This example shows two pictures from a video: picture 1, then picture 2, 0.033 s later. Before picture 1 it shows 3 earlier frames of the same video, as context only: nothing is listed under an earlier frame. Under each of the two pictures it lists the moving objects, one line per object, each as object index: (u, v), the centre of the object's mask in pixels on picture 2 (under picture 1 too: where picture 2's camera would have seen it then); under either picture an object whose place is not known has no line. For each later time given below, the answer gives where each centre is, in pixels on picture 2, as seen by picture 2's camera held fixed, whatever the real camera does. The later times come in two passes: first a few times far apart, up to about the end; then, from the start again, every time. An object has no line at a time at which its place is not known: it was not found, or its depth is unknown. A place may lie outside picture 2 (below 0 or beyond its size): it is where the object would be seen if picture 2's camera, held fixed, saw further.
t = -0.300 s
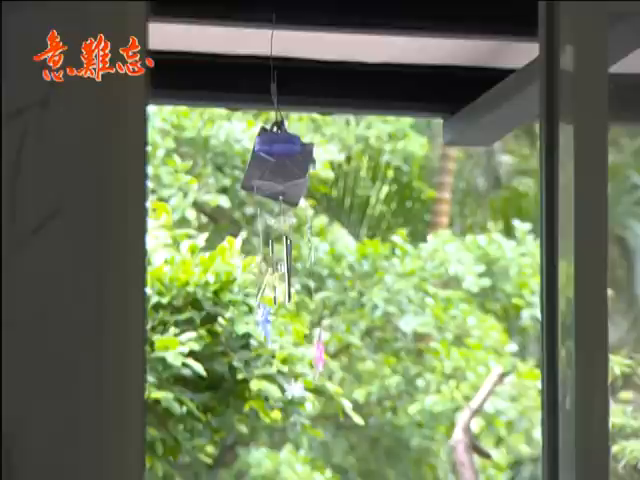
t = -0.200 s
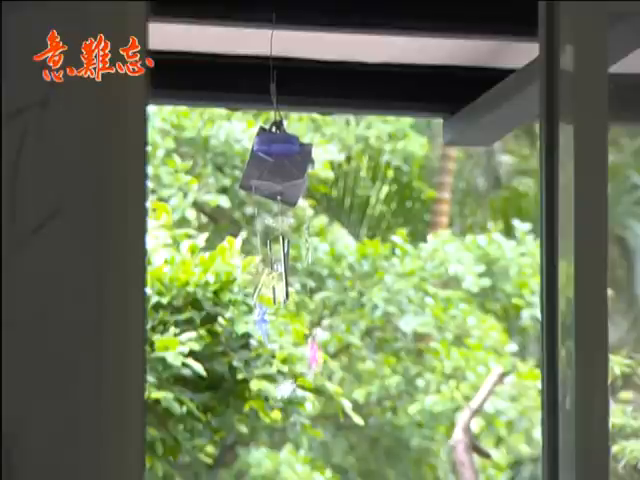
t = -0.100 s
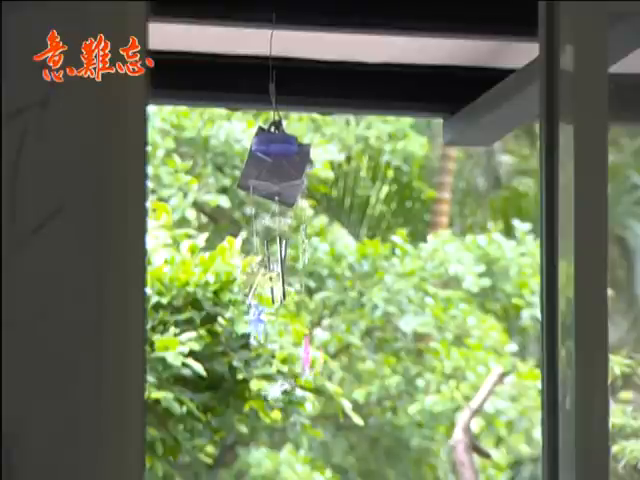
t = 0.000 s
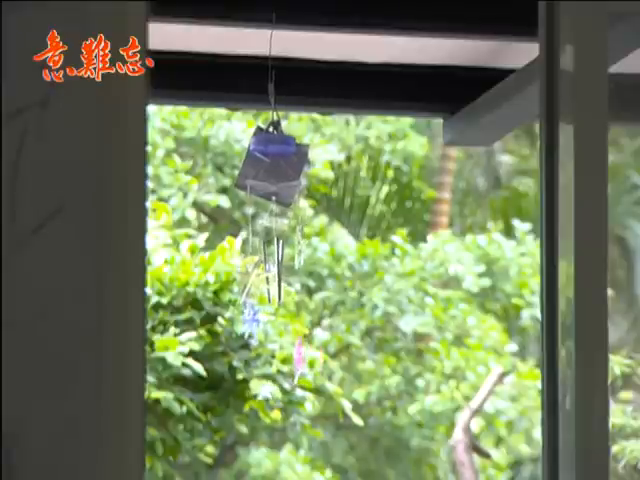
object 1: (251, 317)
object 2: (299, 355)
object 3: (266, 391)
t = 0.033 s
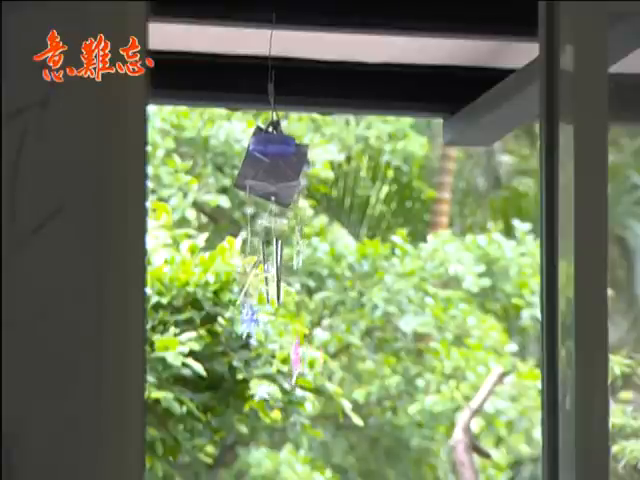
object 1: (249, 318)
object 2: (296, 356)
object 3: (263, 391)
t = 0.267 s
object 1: (237, 320)
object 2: (280, 354)
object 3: (243, 392)
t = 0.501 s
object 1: (226, 319)
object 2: (268, 360)
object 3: (237, 393)
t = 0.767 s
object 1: (222, 318)
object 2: (265, 359)
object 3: (240, 394)
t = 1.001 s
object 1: (226, 319)
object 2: (270, 358)
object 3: (251, 394)
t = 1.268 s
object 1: (239, 321)
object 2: (286, 360)
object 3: (266, 395)
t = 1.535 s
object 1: (256, 322)
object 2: (305, 356)
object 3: (284, 393)
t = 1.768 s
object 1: (265, 319)
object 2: (319, 354)
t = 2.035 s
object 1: (268, 320)
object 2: (326, 353)
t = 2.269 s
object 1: (263, 318)
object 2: (321, 352)
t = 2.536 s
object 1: (247, 318)
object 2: (304, 357)
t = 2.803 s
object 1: (230, 319)
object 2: (283, 358)
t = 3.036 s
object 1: (223, 319)
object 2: (267, 356)
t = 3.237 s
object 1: (222, 318)
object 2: (260, 357)
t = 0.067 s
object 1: (247, 319)
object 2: (293, 356)
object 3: (258, 392)
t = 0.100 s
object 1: (245, 319)
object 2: (291, 354)
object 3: (255, 392)
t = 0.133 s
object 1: (243, 320)
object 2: (288, 354)
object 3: (252, 392)
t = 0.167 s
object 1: (242, 319)
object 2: (287, 353)
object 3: (249, 392)
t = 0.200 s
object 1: (240, 320)
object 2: (284, 353)
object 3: (246, 392)
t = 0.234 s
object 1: (239, 320)
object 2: (282, 353)
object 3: (245, 392)
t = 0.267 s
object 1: (237, 320)
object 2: (280, 354)
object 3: (243, 392)
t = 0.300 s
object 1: (236, 319)
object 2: (277, 355)
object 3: (242, 393)
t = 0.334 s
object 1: (234, 319)
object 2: (276, 354)
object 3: (240, 393)
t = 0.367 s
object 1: (232, 319)
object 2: (274, 355)
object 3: (239, 393)
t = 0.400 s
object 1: (230, 319)
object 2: (272, 355)
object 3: (238, 393)
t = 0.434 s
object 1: (229, 319)
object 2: (271, 355)
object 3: (237, 393)
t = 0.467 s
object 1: (227, 319)
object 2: (269, 360)
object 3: (237, 393)
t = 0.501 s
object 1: (226, 319)
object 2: (268, 360)
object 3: (237, 393)
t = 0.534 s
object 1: (225, 319)
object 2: (267, 360)
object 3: (236, 393)
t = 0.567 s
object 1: (224, 318)
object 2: (266, 359)
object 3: (237, 394)
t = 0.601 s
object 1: (223, 318)
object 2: (265, 359)
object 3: (237, 394)
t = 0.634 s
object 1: (223, 319)
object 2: (265, 360)
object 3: (237, 394)
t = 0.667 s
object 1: (222, 318)
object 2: (265, 359)
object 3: (238, 394)
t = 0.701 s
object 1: (222, 318)
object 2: (264, 359)
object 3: (238, 393)
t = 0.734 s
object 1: (222, 318)
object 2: (264, 359)
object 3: (239, 394)
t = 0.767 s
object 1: (222, 318)
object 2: (265, 359)
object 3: (240, 394)
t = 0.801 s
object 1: (223, 319)
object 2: (265, 359)
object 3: (241, 393)
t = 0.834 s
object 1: (223, 318)
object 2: (265, 359)
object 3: (243, 394)
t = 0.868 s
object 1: (223, 319)
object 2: (266, 358)
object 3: (244, 394)
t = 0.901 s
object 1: (224, 319)
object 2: (267, 358)
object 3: (246, 394)
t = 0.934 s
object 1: (224, 319)
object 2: (268, 358)
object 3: (247, 394)
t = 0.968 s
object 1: (225, 319)
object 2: (269, 359)
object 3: (249, 394)
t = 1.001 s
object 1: (226, 319)
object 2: (270, 358)
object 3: (251, 394)
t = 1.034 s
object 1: (227, 319)
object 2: (273, 359)
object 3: (252, 393)
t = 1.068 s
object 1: (229, 319)
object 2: (274, 359)
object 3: (254, 394)
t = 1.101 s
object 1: (230, 319)
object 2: (275, 360)
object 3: (257, 394)
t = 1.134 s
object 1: (231, 319)
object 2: (277, 359)
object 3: (258, 395)
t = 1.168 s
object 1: (233, 320)
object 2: (279, 359)
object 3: (261, 395)
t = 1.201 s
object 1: (235, 320)
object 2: (281, 359)
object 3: (263, 395)
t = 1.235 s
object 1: (237, 321)
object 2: (284, 359)
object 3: (265, 394)
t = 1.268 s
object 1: (239, 321)
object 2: (286, 360)
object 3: (266, 395)
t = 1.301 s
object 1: (242, 321)
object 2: (289, 360)
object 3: (269, 394)
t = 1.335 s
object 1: (243, 322)
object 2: (291, 360)
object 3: (271, 394)
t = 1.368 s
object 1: (245, 322)
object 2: (294, 359)
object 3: (273, 394)
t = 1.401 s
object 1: (249, 322)
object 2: (296, 359)
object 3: (275, 394)
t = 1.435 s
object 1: (250, 320)
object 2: (299, 359)
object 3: (278, 394)
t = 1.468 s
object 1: (252, 319)
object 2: (300, 355)
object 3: (280, 394)
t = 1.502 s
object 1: (254, 323)
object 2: (303, 356)
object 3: (281, 393)
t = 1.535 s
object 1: (256, 322)
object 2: (305, 356)
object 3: (284, 393)
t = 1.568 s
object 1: (258, 319)
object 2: (308, 357)
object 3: (286, 393)
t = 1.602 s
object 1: (261, 319)
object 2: (310, 354)
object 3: (288, 392)
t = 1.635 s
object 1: (262, 320)
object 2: (312, 353)
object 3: (290, 392)
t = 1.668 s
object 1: (263, 319)
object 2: (314, 351)
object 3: (292, 392)
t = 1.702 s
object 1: (264, 319)
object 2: (316, 352)
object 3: (293, 392)
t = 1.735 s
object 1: (265, 320)
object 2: (318, 352)
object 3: (295, 392)
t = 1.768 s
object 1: (265, 319)
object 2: (319, 354)
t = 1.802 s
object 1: (267, 320)
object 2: (321, 354)
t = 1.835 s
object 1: (267, 320)
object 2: (322, 354)
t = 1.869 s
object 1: (267, 320)
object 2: (323, 354)
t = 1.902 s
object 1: (268, 321)
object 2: (324, 352)
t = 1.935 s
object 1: (268, 321)
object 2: (325, 353)
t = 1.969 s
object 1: (268, 320)
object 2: (326, 353)
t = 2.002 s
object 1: (268, 320)
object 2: (326, 353)
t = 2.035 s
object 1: (268, 320)
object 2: (326, 353)
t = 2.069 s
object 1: (267, 320)
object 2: (326, 352)
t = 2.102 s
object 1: (267, 320)
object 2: (326, 352)
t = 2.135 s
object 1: (266, 320)
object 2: (325, 352)
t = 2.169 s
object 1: (266, 319)
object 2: (324, 352)
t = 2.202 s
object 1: (265, 319)
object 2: (323, 352)
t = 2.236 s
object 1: (264, 318)
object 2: (322, 352)
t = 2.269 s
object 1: (263, 318)
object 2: (321, 352)
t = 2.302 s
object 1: (262, 319)
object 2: (320, 353)
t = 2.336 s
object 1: (259, 317)
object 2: (318, 353)
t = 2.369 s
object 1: (258, 317)
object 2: (315, 353)
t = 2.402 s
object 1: (256, 317)
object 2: (314, 352)
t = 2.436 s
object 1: (253, 318)
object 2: (311, 352)
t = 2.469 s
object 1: (251, 317)
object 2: (309, 352)
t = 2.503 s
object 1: (249, 317)
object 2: (307, 354)
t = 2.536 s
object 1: (247, 318)
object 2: (304, 357)
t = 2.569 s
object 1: (244, 318)
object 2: (301, 358)
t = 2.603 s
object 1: (242, 318)
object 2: (298, 358)
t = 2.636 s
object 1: (240, 318)
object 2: (296, 358)
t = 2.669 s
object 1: (238, 319)
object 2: (293, 357)
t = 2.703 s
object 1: (236, 319)
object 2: (291, 358)
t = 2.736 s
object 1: (234, 319)
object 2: (288, 356)
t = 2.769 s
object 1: (232, 319)
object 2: (285, 358)
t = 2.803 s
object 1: (230, 319)
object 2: (283, 358)
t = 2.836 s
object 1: (228, 319)
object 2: (279, 358)
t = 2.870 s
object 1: (226, 320)
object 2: (277, 358)
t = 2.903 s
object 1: (225, 319)
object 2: (274, 358)
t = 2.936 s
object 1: (224, 319)
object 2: (272, 357)
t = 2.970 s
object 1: (223, 319)
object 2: (271, 357)
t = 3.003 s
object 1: (223, 319)
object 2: (269, 357)
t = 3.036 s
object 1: (223, 319)
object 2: (267, 356)
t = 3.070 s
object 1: (222, 319)
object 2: (265, 358)
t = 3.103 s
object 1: (222, 318)
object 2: (263, 358)
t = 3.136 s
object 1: (221, 319)
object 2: (262, 357)
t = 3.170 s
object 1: (222, 319)
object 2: (261, 357)
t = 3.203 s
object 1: (222, 319)
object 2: (261, 357)
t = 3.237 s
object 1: (222, 318)
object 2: (260, 357)
